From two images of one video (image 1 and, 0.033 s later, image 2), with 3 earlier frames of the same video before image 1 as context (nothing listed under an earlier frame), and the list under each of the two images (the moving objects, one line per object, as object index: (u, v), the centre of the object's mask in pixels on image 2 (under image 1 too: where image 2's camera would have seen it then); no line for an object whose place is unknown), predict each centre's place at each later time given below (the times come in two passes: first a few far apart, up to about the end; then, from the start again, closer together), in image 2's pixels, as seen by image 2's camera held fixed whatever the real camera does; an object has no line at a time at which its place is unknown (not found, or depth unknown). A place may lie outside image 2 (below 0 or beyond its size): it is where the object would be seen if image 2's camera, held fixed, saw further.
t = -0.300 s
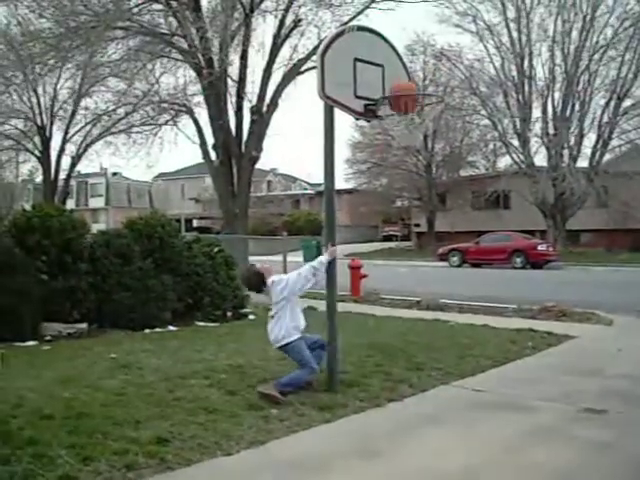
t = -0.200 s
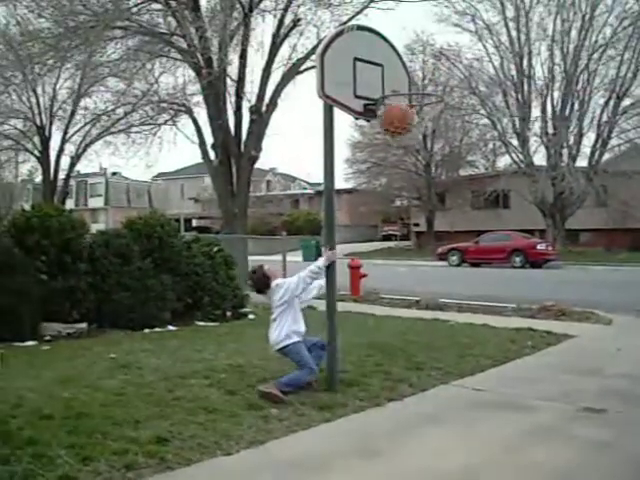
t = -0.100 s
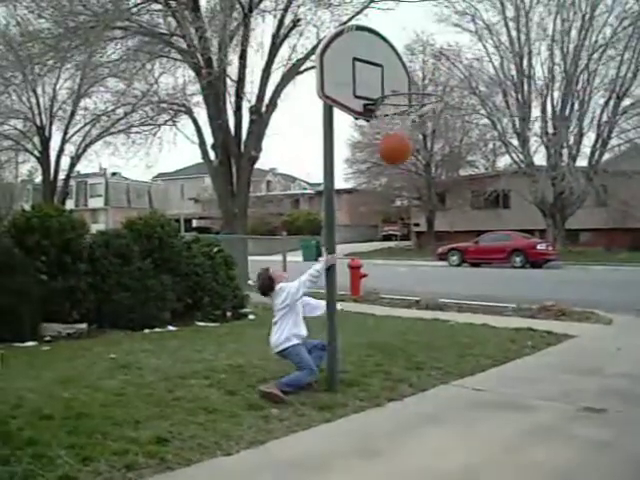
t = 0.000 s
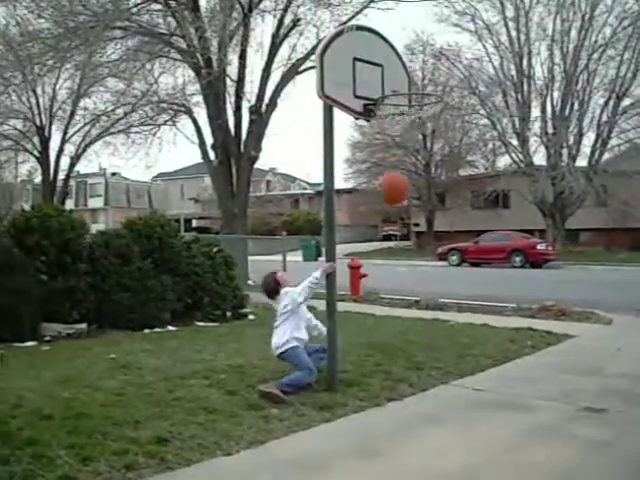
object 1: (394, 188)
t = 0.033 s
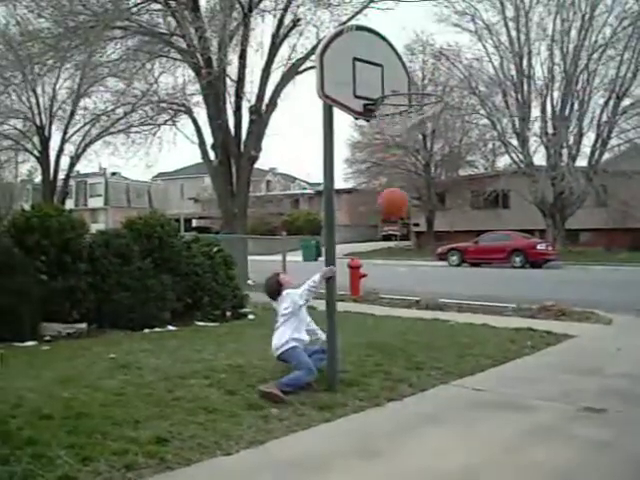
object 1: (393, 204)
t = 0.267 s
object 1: (391, 349)
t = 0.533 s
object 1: (390, 292)
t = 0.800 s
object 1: (391, 247)
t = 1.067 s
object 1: (394, 289)
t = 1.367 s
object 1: (396, 350)
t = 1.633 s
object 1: (400, 326)
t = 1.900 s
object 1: (406, 377)
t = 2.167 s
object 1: (436, 375)
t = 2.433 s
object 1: (462, 376)
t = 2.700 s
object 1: (488, 380)
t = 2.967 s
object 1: (514, 377)
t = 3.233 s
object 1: (539, 377)
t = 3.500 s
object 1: (565, 380)
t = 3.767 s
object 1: (589, 381)
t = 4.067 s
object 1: (616, 382)
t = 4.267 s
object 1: (629, 383)
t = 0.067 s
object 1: (394, 221)
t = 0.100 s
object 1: (393, 240)
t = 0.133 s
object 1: (393, 259)
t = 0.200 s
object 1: (391, 302)
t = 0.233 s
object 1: (391, 326)
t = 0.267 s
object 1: (391, 349)
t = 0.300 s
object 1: (390, 374)
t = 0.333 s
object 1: (391, 386)
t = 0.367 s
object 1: (391, 366)
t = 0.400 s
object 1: (391, 348)
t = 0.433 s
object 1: (391, 332)
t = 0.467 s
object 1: (390, 317)
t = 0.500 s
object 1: (391, 304)
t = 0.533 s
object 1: (390, 292)
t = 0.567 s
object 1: (391, 282)
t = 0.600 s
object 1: (391, 273)
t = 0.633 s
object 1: (391, 264)
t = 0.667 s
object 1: (391, 258)
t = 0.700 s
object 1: (391, 253)
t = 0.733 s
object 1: (391, 250)
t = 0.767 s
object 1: (391, 247)
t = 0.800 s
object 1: (391, 247)
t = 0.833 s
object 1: (391, 247)
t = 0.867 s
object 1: (391, 249)
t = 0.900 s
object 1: (392, 253)
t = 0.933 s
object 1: (392, 257)
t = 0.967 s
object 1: (392, 263)
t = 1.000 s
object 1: (392, 271)
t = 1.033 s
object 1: (393, 279)
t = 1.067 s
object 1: (394, 289)
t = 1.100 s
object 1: (393, 300)
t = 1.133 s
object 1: (393, 312)
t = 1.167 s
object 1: (393, 326)
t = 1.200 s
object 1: (394, 341)
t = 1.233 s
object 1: (394, 356)
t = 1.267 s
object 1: (394, 374)
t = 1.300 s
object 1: (394, 370)
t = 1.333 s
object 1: (395, 360)
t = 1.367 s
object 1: (396, 350)
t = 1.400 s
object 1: (396, 343)
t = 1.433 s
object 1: (397, 336)
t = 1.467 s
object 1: (397, 332)
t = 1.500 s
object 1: (398, 328)
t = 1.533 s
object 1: (398, 326)
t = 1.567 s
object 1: (399, 325)
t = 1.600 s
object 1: (399, 325)
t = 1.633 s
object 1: (400, 326)
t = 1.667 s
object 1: (401, 328)
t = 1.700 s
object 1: (401, 331)
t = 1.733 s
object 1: (402, 337)
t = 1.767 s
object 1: (403, 344)
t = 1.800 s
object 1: (403, 351)
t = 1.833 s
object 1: (404, 360)
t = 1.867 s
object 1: (405, 371)
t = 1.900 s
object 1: (406, 377)
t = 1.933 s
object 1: (409, 372)
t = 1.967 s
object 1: (414, 369)
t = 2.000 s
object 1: (417, 366)
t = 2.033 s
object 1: (421, 366)
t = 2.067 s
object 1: (425, 366)
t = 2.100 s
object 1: (429, 367)
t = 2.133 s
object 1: (433, 371)
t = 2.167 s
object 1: (436, 375)
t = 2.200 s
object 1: (440, 380)
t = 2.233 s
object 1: (444, 375)
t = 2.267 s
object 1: (447, 372)
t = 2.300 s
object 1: (449, 370)
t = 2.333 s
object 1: (452, 370)
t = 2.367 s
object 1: (456, 370)
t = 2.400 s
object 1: (460, 372)
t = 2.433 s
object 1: (462, 376)
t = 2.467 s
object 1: (466, 380)
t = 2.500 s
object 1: (469, 377)
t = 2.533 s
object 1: (472, 374)
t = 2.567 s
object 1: (476, 372)
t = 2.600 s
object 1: (478, 372)
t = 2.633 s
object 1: (482, 373)
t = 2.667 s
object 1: (485, 376)
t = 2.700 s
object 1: (488, 380)
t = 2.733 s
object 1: (491, 379)
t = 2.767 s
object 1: (494, 376)
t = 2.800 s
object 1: (498, 375)
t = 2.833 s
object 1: (501, 375)
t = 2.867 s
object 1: (504, 376)
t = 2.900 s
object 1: (507, 380)
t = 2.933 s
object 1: (510, 380)
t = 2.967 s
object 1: (514, 377)
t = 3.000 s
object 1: (517, 376)
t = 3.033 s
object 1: (520, 376)
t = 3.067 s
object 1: (523, 378)
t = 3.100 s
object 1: (527, 382)
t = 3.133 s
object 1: (530, 381)
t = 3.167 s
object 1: (533, 379)
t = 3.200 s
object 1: (536, 377)
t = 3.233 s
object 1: (539, 377)
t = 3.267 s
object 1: (542, 380)
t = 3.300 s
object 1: (546, 382)
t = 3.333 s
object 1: (549, 380)
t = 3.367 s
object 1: (552, 379)
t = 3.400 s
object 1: (555, 379)
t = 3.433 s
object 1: (558, 381)
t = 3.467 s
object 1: (561, 382)
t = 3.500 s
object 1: (565, 380)
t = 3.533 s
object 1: (568, 380)
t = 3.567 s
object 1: (570, 380)
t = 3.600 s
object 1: (573, 382)
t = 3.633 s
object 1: (576, 381)
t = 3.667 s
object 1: (579, 380)
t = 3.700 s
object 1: (582, 381)
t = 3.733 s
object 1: (584, 382)
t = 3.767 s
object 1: (589, 381)
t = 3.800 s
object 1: (592, 381)
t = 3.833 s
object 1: (595, 382)
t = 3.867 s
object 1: (598, 382)
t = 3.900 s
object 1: (601, 382)
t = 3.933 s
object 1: (604, 382)
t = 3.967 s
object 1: (607, 382)
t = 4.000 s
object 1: (610, 382)
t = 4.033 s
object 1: (613, 382)
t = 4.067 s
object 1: (616, 382)
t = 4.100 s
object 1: (620, 382)
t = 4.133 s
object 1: (623, 383)
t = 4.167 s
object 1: (625, 383)
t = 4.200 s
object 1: (627, 383)
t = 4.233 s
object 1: (629, 383)
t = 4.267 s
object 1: (629, 383)
